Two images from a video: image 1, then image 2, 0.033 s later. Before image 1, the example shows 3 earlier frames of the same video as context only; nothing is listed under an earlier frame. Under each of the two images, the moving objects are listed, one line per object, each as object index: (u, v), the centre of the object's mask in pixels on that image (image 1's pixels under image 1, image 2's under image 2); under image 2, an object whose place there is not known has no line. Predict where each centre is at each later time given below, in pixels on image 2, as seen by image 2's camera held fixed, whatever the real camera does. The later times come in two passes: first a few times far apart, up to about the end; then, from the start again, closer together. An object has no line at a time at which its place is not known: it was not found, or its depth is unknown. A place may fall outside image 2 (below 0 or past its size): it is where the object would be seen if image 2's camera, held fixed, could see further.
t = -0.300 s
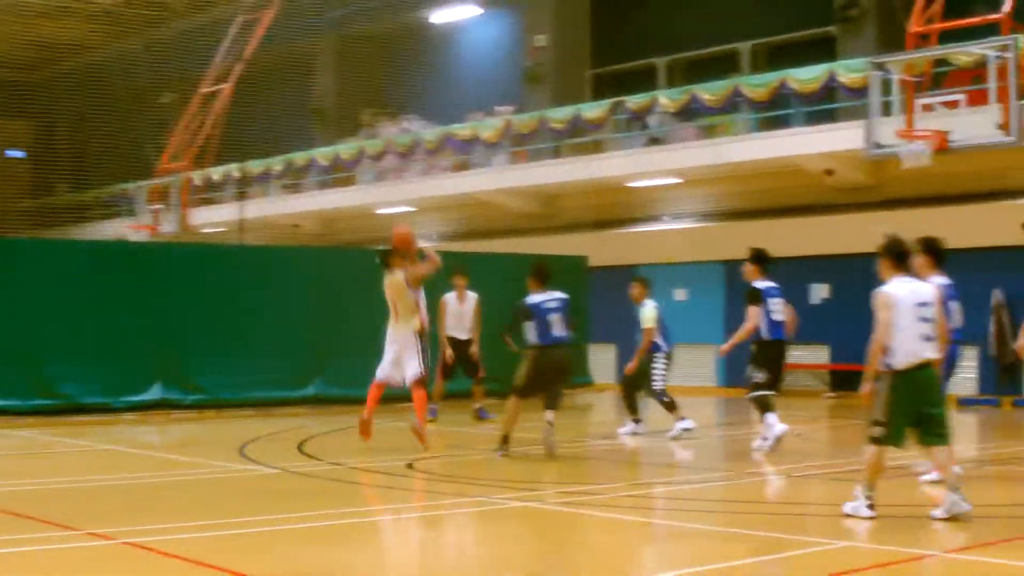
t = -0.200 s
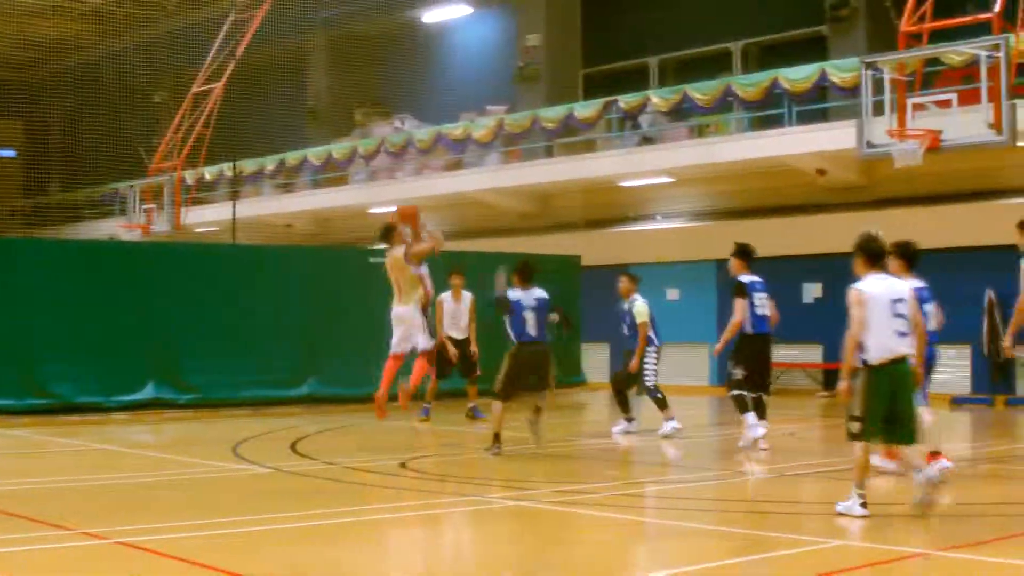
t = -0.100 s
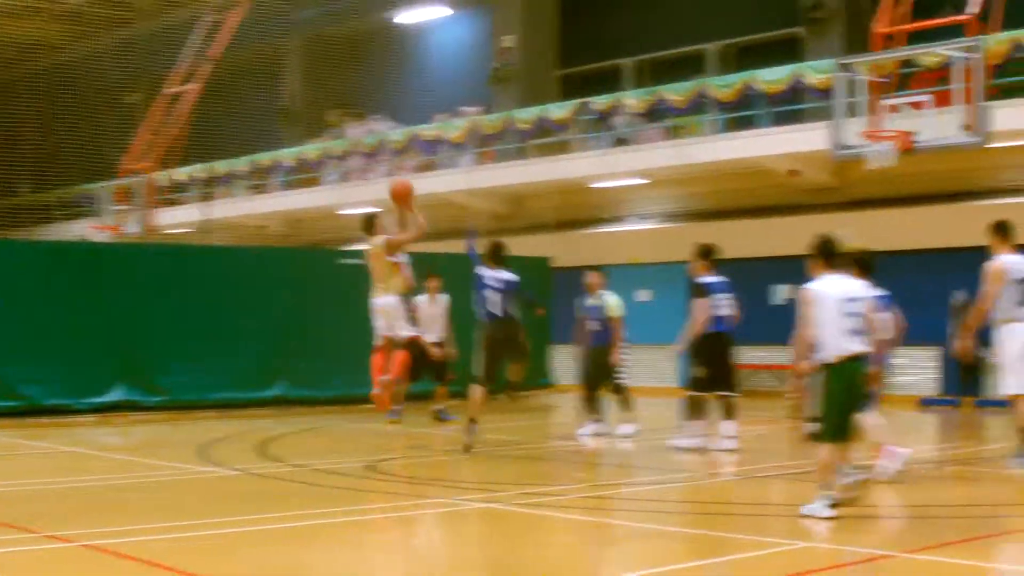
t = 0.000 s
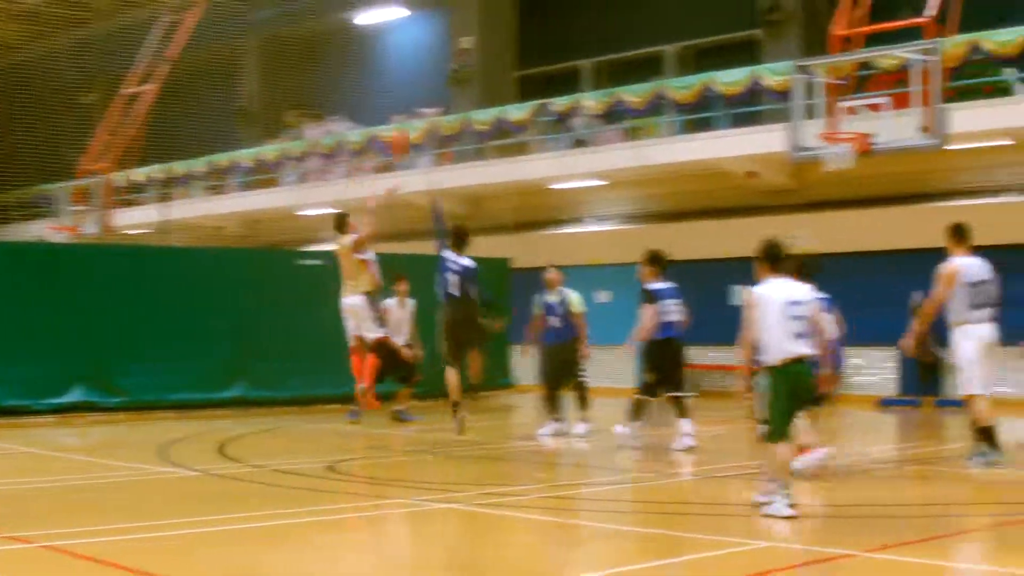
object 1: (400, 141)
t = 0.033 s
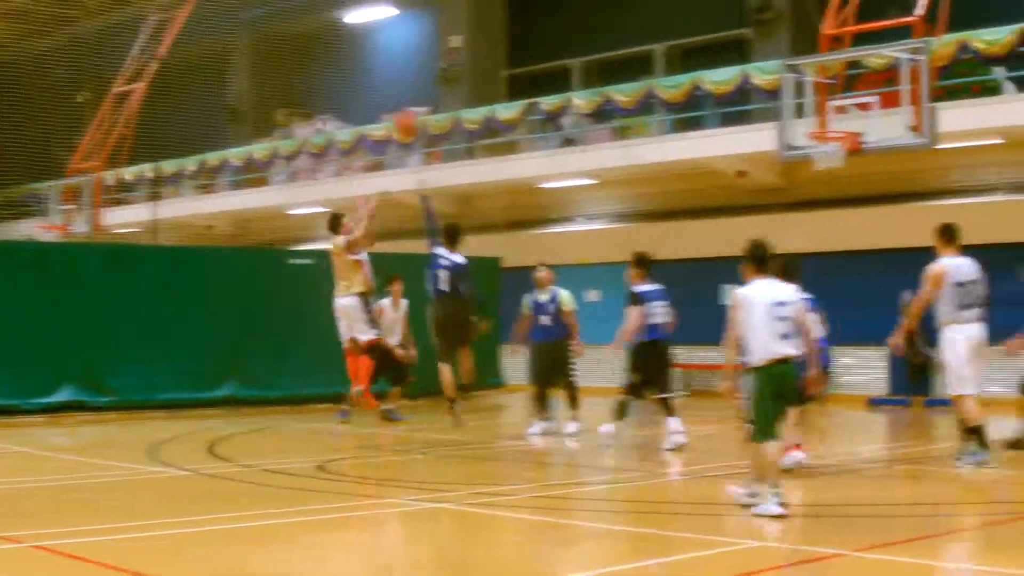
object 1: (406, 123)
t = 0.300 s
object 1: (521, 31)
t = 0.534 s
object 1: (623, 9)
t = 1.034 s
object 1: (829, 124)
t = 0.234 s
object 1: (492, 47)
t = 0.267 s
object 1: (506, 38)
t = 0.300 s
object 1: (521, 31)
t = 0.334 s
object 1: (535, 25)
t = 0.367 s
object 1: (551, 19)
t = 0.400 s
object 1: (566, 15)
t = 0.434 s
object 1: (579, 12)
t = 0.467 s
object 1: (593, 11)
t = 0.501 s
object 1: (608, 9)
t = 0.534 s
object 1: (623, 9)
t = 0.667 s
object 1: (679, 21)
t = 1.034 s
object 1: (829, 124)
